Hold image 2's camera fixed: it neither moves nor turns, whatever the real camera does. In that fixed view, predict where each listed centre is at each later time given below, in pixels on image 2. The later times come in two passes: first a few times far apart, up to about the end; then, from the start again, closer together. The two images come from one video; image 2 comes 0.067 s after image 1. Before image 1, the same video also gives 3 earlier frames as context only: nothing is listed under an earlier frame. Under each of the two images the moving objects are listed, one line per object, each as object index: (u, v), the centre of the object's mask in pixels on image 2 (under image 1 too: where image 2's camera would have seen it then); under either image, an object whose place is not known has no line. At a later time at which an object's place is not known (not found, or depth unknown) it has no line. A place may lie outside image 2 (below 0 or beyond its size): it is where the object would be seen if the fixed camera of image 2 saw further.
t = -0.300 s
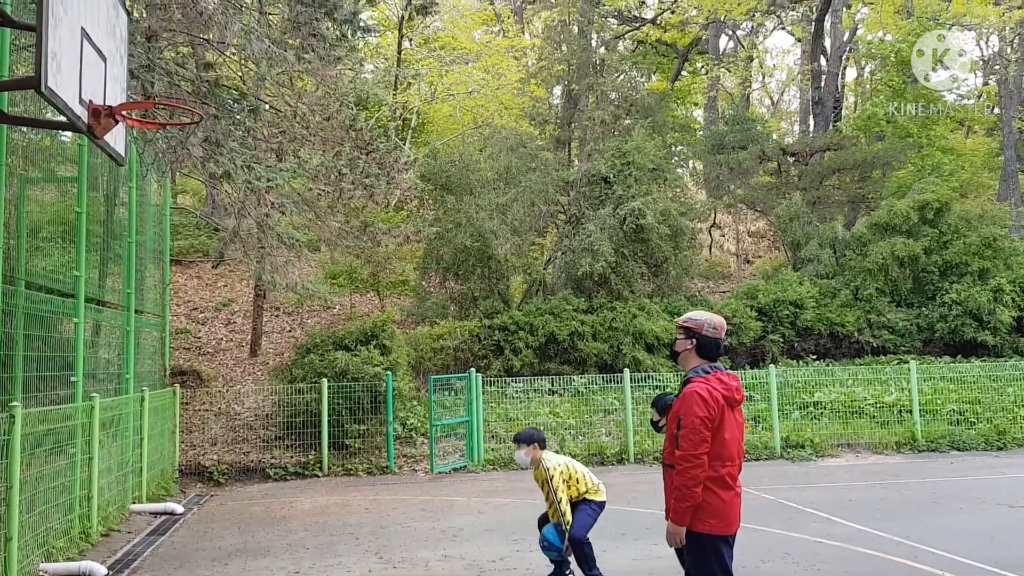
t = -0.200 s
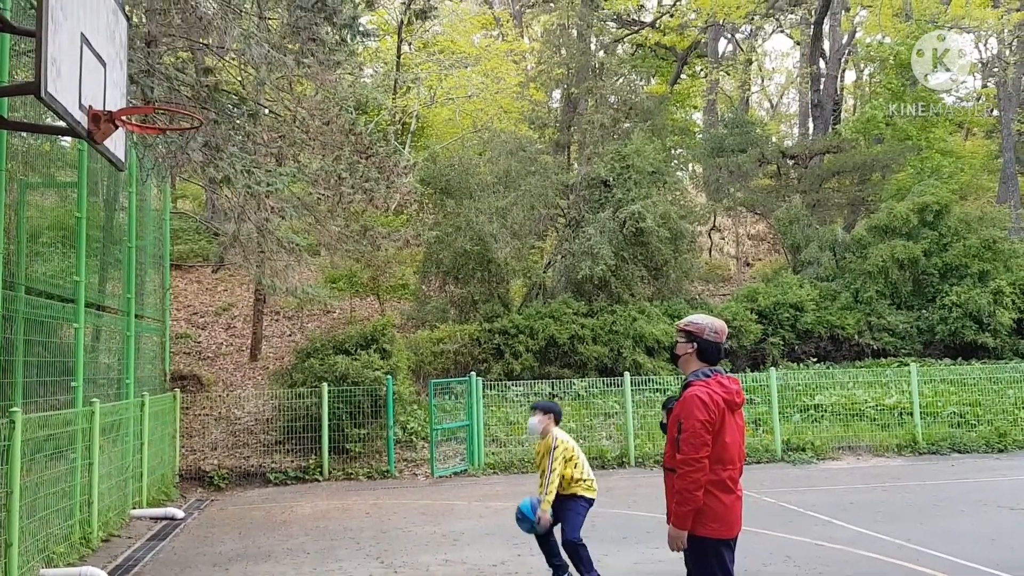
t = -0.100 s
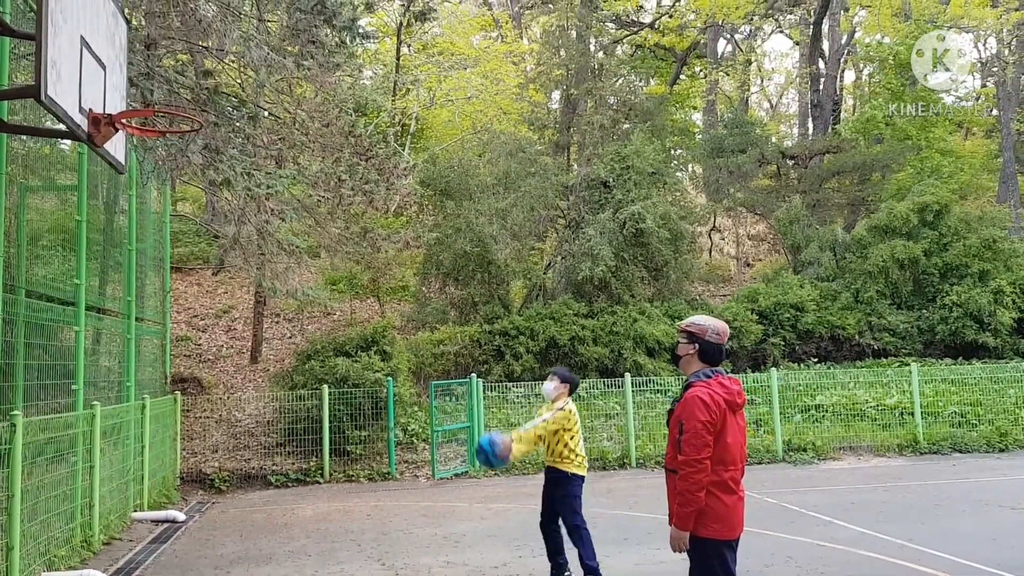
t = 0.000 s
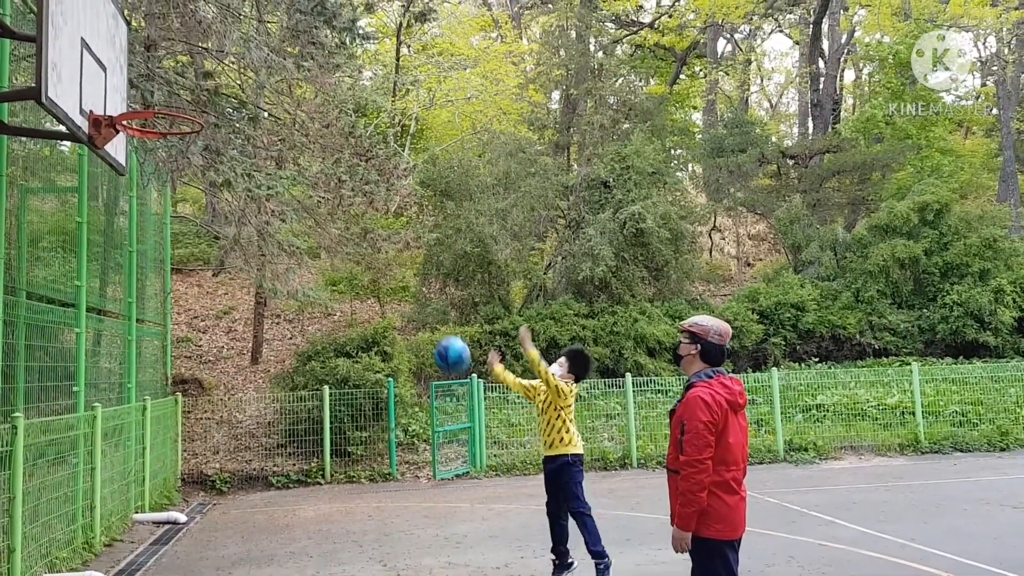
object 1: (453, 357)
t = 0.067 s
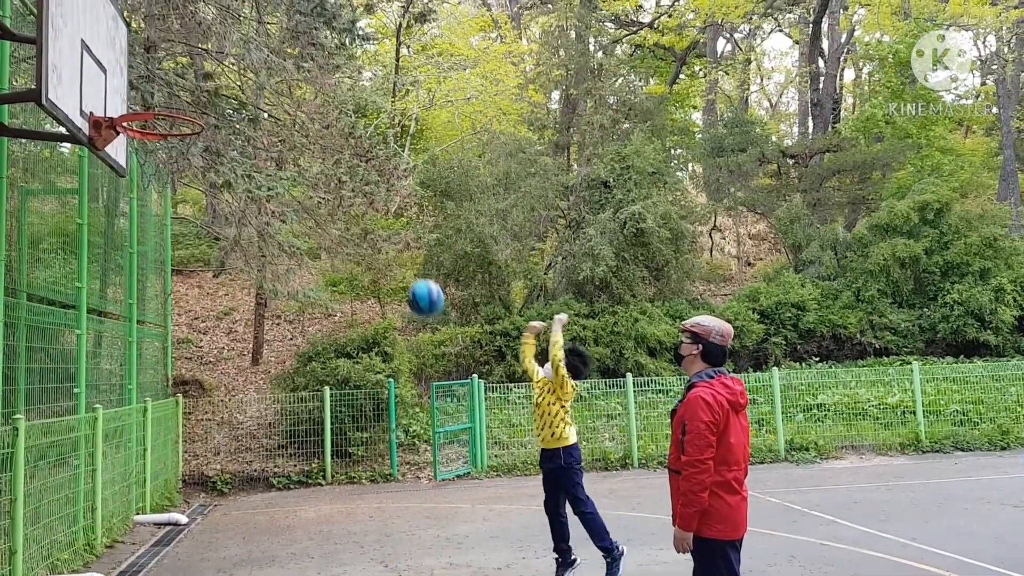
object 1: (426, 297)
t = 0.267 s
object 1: (347, 165)
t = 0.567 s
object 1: (236, 76)
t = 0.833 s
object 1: (137, 100)
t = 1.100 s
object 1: (212, 185)
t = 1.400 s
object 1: (306, 398)
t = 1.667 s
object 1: (381, 519)
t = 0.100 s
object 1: (412, 272)
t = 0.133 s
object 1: (399, 247)
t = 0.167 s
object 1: (386, 224)
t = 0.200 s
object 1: (373, 203)
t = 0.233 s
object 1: (360, 183)
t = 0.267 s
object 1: (347, 165)
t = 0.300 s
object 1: (334, 148)
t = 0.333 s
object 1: (322, 134)
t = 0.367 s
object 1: (310, 121)
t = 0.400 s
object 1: (297, 110)
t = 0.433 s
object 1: (285, 99)
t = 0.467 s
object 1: (272, 91)
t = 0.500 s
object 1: (260, 85)
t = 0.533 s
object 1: (249, 80)
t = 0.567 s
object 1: (236, 76)
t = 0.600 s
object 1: (224, 73)
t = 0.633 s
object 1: (211, 71)
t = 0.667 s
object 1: (200, 73)
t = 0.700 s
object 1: (187, 76)
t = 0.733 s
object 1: (175, 81)
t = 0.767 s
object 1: (162, 86)
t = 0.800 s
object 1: (150, 92)
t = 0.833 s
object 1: (137, 100)
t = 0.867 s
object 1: (137, 104)
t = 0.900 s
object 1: (150, 114)
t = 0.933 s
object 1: (160, 121)
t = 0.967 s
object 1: (171, 131)
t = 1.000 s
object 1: (182, 142)
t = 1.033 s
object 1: (192, 154)
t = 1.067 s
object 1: (202, 168)
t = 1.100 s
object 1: (212, 185)
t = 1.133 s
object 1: (222, 202)
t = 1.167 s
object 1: (232, 221)
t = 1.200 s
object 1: (242, 241)
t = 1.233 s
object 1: (253, 263)
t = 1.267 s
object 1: (264, 286)
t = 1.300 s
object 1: (275, 311)
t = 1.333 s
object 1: (285, 338)
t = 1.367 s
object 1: (295, 369)
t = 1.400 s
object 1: (306, 398)
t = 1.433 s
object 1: (316, 431)
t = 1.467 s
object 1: (328, 465)
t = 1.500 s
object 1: (337, 503)
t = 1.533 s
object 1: (347, 542)
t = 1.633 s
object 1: (374, 546)
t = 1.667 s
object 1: (381, 519)
